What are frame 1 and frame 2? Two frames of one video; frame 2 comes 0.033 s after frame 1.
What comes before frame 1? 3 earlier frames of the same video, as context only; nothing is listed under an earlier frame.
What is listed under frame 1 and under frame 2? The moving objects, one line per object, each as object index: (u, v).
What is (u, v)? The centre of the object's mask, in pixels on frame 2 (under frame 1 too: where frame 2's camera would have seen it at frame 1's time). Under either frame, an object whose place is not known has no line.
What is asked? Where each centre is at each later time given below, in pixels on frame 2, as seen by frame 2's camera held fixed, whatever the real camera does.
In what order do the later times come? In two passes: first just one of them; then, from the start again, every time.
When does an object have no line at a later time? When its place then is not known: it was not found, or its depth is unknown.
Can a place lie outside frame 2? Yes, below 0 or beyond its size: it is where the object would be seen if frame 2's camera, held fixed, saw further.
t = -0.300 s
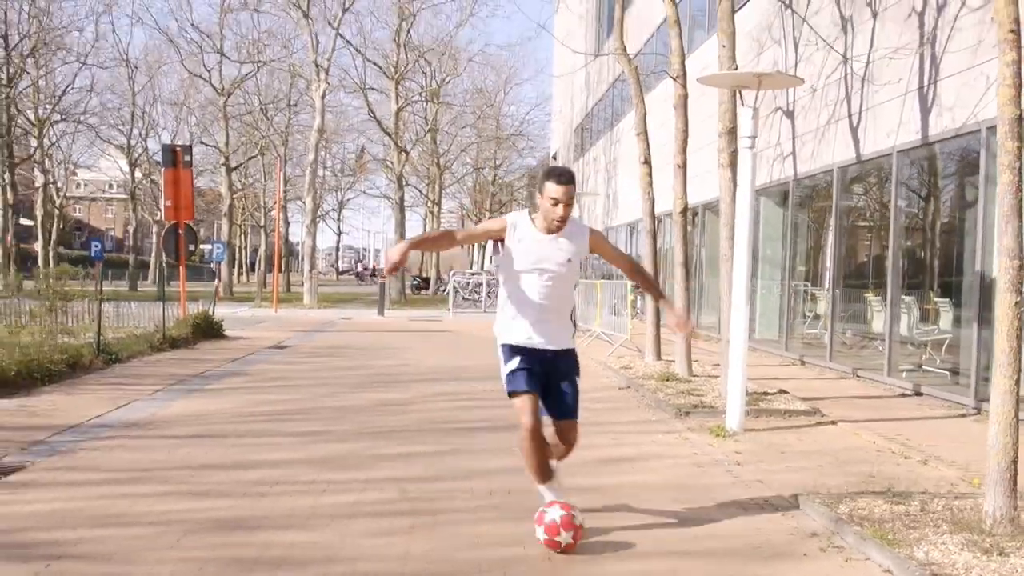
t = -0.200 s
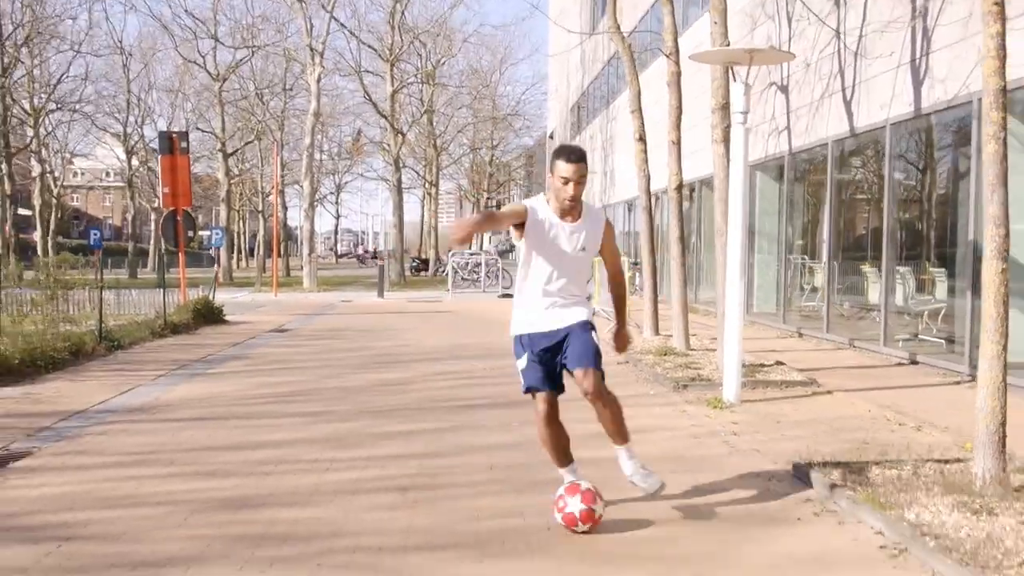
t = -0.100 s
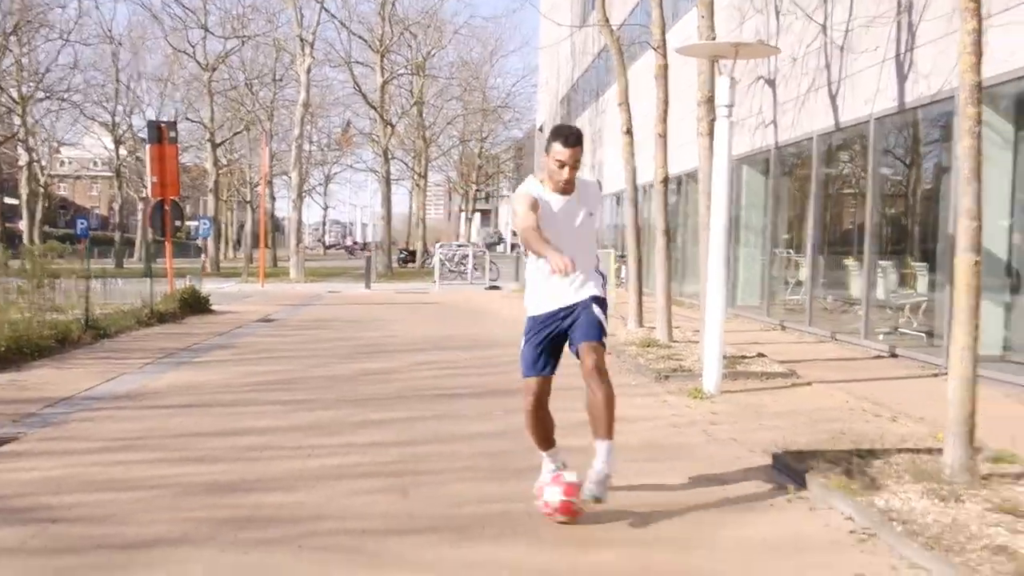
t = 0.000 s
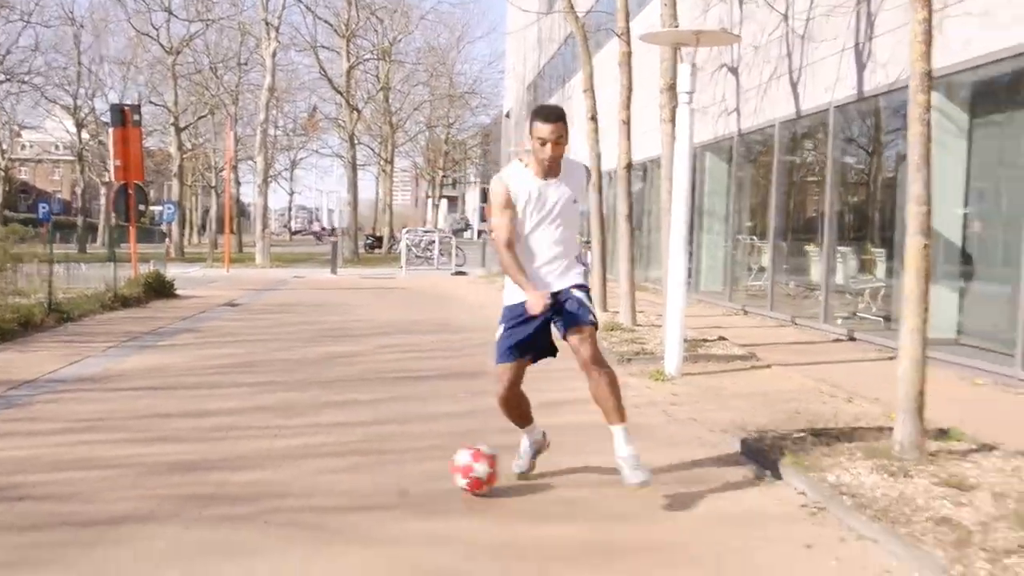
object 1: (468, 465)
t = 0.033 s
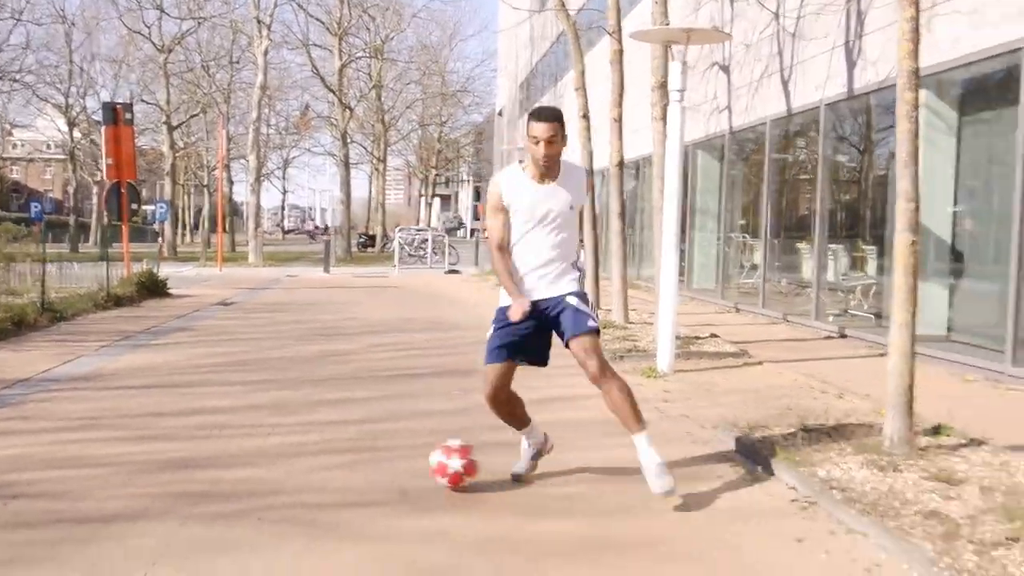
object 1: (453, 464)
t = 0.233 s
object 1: (378, 462)
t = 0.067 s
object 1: (439, 465)
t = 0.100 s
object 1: (427, 464)
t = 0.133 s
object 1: (416, 463)
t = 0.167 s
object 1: (403, 465)
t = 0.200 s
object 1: (391, 463)
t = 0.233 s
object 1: (378, 462)
